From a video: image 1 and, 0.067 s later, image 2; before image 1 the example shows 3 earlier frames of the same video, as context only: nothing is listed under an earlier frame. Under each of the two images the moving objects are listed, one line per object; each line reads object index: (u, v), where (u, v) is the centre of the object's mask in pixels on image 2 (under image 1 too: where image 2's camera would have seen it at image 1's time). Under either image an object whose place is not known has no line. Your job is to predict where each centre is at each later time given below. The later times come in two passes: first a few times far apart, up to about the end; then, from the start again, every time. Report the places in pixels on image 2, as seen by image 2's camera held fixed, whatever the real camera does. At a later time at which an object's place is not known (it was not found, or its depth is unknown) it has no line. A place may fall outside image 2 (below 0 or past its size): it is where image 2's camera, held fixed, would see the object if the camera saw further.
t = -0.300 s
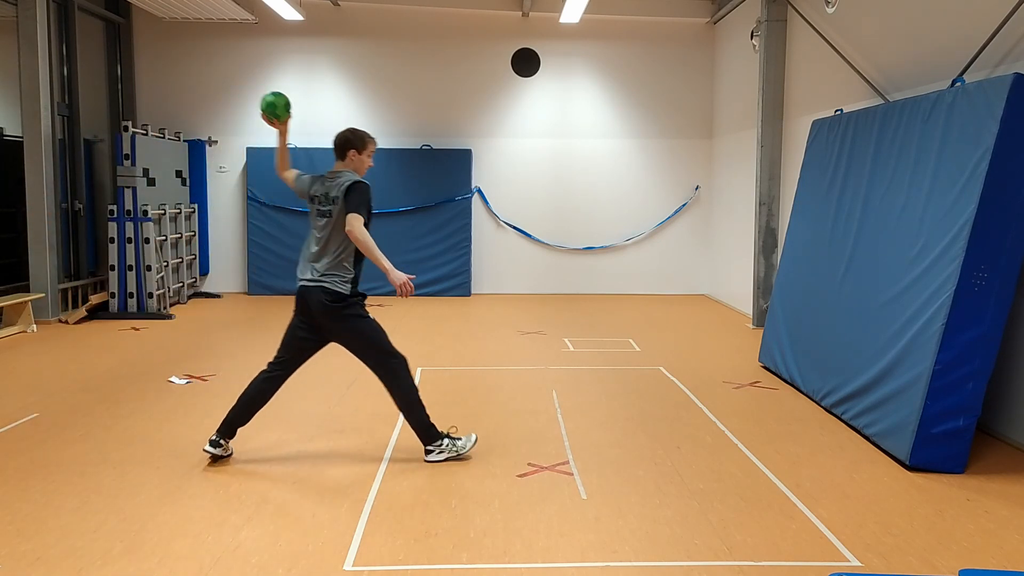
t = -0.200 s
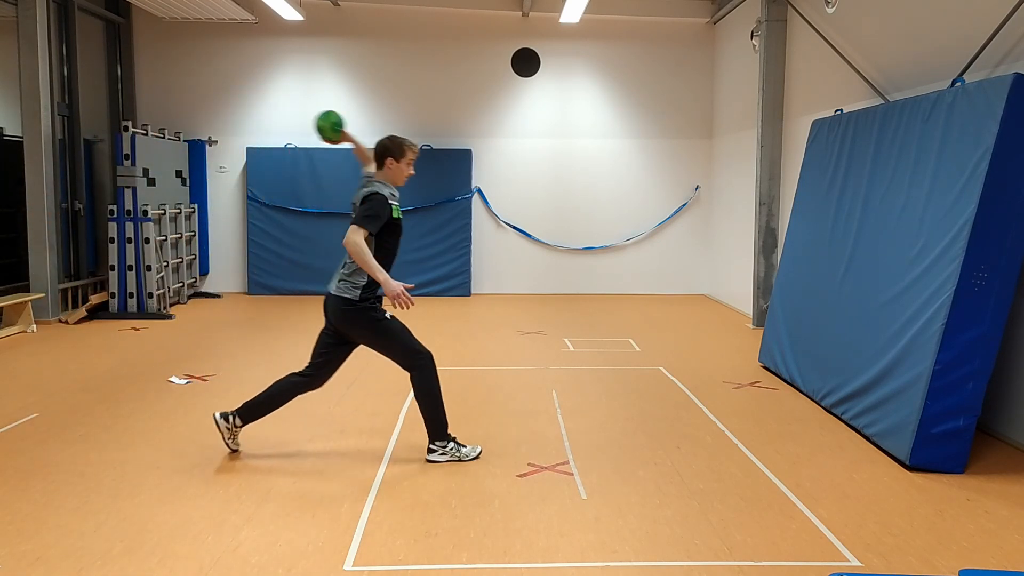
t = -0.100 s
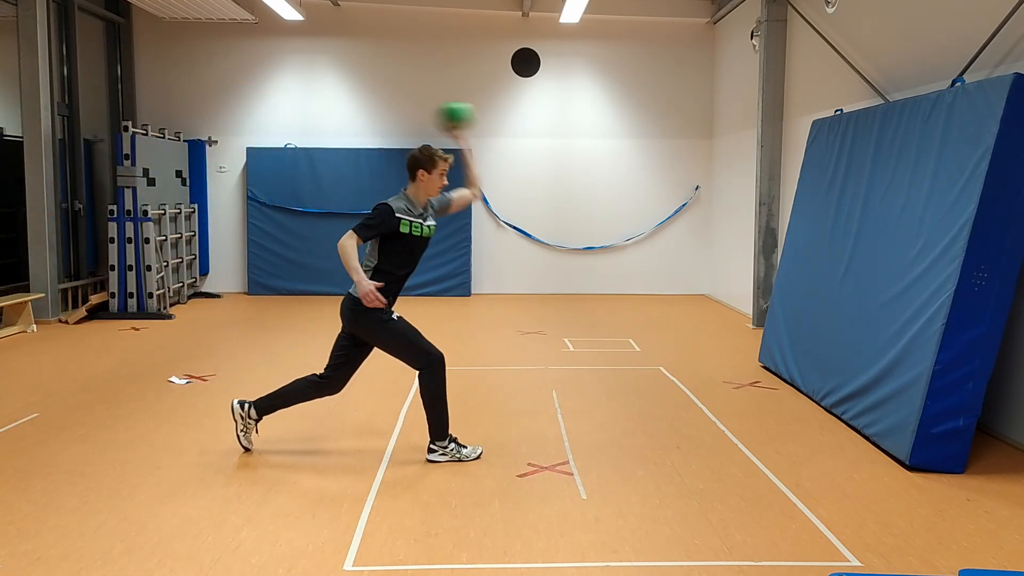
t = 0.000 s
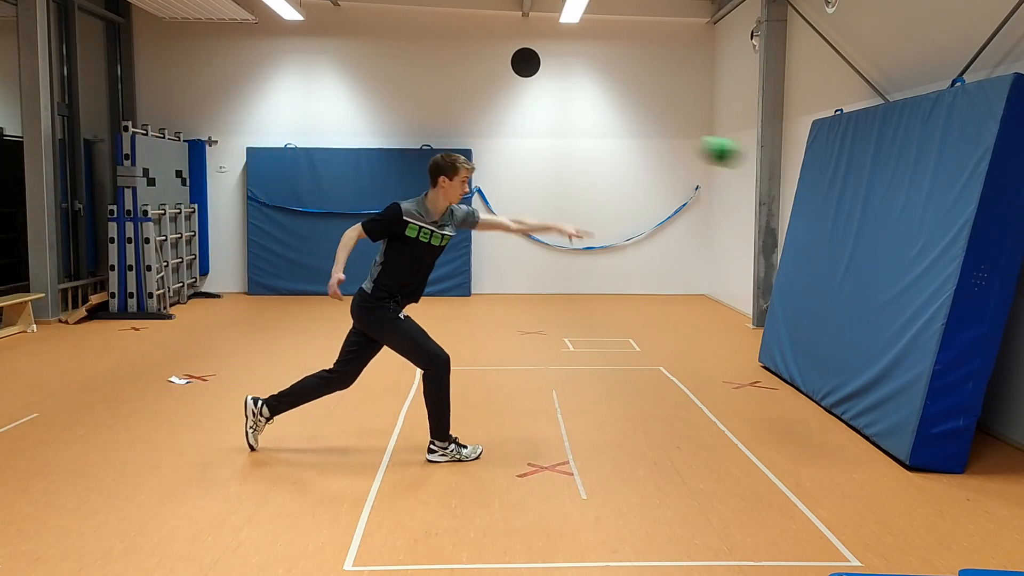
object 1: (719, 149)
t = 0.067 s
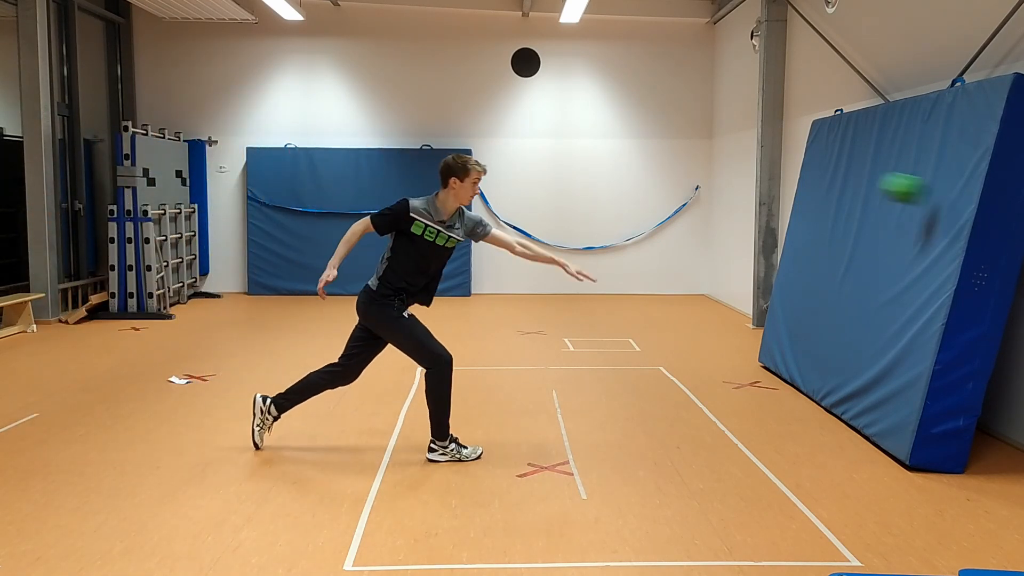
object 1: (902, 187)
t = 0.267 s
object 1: (822, 205)
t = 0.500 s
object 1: (677, 302)
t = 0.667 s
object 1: (574, 430)
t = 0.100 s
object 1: (928, 195)
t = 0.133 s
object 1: (906, 193)
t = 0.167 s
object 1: (885, 193)
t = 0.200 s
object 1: (864, 195)
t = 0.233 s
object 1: (843, 199)
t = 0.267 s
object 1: (822, 205)
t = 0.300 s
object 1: (802, 213)
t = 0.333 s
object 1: (780, 223)
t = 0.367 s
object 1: (760, 234)
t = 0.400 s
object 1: (738, 249)
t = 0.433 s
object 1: (718, 265)
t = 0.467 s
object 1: (697, 282)
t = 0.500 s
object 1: (677, 302)
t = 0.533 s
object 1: (656, 324)
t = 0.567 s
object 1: (635, 347)
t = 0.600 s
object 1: (615, 373)
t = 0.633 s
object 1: (594, 400)
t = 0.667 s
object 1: (574, 430)
